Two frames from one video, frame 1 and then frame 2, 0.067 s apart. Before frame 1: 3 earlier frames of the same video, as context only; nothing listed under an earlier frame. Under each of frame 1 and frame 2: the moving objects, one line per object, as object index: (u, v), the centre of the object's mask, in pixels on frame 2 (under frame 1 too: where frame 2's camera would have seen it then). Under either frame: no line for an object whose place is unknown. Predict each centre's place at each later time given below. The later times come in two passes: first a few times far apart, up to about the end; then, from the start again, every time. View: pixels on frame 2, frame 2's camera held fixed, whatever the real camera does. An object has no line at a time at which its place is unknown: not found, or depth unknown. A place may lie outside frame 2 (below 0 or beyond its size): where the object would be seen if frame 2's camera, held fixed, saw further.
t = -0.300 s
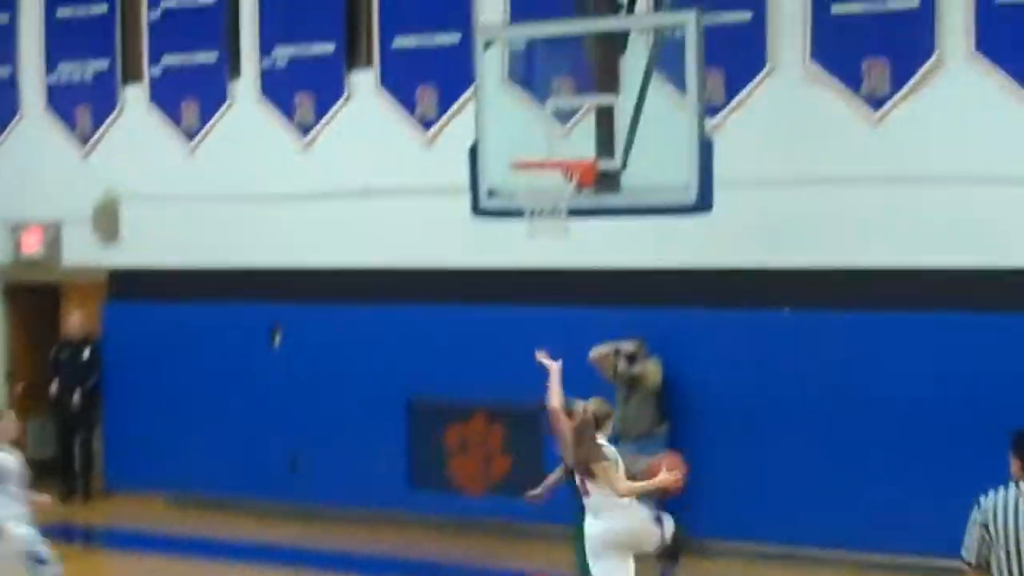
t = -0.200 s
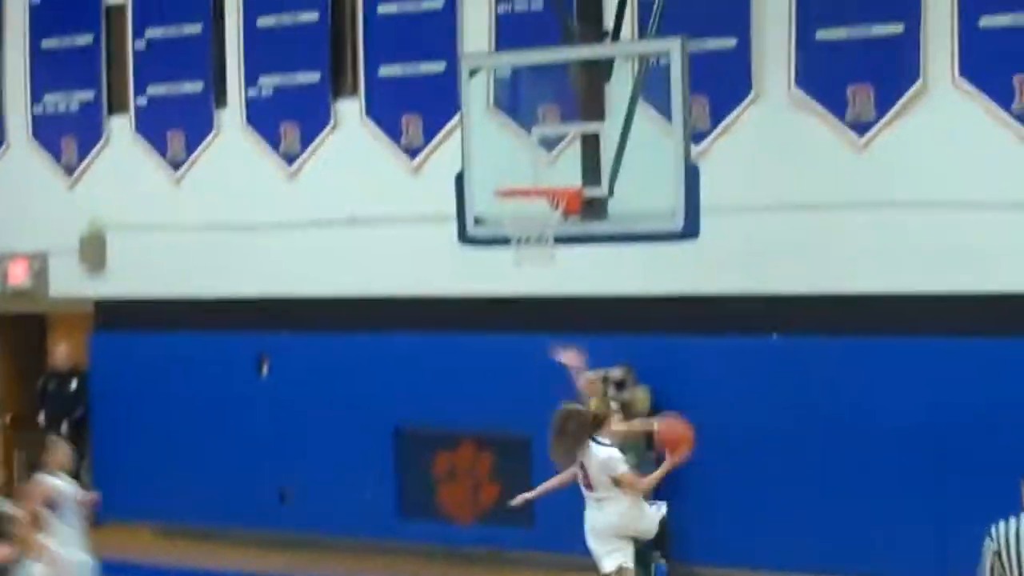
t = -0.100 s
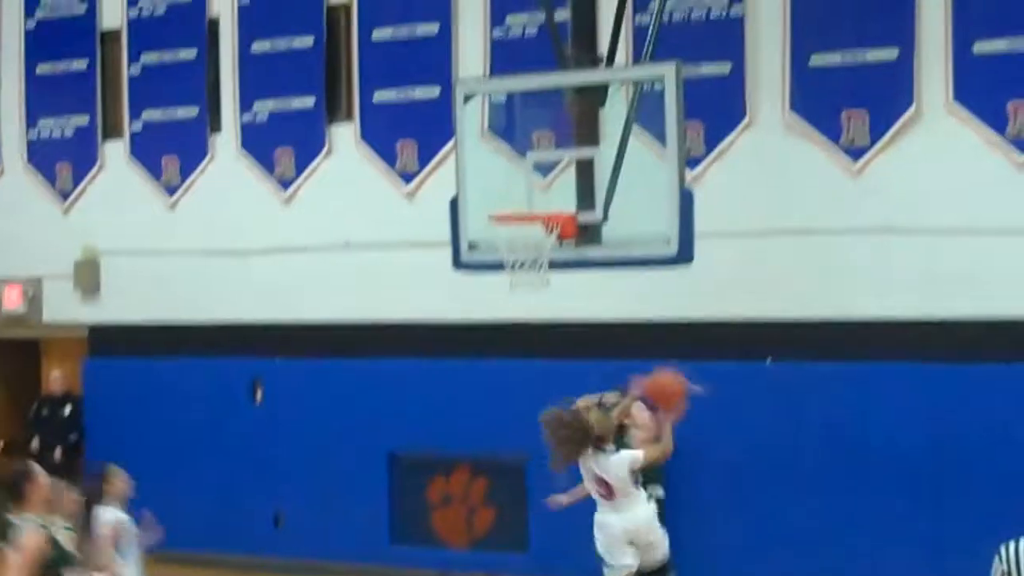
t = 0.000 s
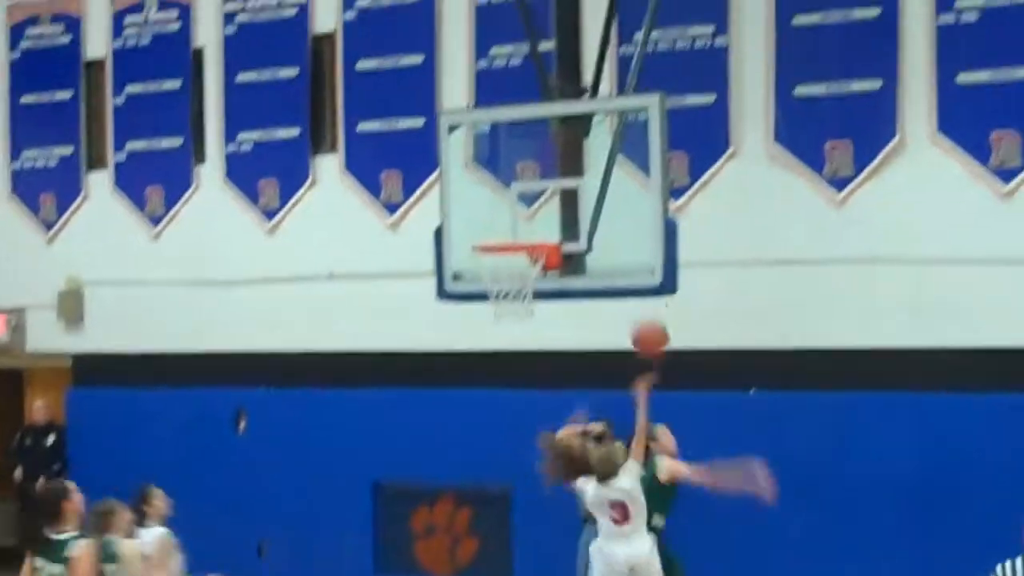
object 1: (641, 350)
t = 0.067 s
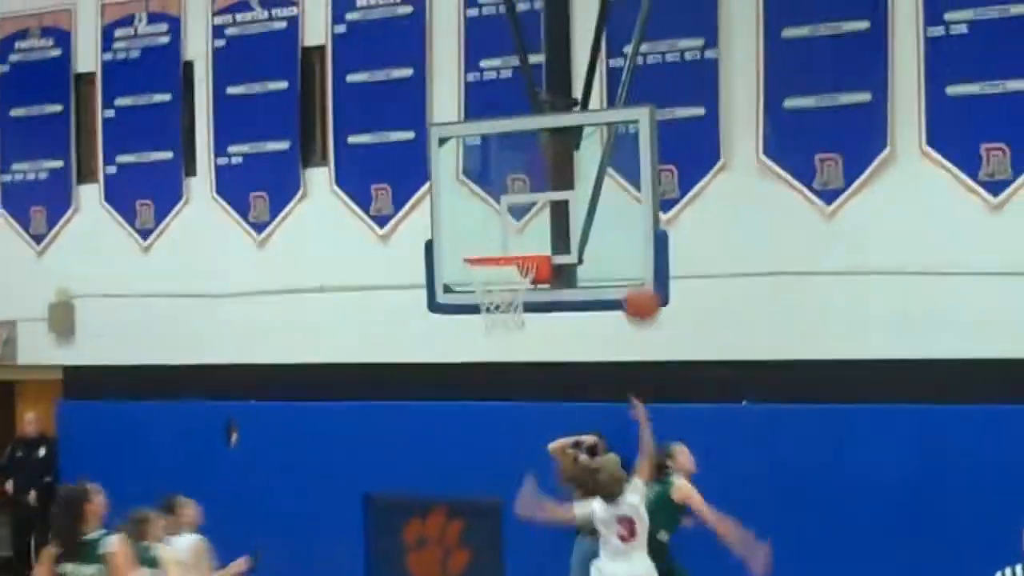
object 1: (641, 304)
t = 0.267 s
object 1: (631, 221)
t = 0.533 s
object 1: (542, 225)
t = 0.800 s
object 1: (495, 250)
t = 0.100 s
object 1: (642, 284)
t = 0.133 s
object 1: (640, 268)
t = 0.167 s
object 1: (641, 251)
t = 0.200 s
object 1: (642, 238)
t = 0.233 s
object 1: (639, 228)
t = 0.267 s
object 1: (631, 221)
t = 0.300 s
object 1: (616, 215)
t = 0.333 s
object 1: (606, 211)
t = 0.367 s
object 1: (595, 209)
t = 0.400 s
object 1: (585, 209)
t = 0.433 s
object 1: (571, 211)
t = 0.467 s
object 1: (562, 212)
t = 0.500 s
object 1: (552, 218)
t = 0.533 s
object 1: (542, 225)
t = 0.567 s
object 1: (530, 234)
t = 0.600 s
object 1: (522, 238)
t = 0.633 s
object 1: (518, 237)
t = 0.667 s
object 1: (513, 238)
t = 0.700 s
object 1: (508, 239)
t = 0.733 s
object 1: (504, 241)
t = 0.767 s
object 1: (498, 244)
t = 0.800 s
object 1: (495, 250)
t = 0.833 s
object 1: (493, 258)
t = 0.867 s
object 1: (491, 262)
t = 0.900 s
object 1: (489, 268)
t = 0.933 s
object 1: (488, 276)
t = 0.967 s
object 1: (487, 282)
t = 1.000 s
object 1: (488, 289)
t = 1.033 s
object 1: (488, 293)
